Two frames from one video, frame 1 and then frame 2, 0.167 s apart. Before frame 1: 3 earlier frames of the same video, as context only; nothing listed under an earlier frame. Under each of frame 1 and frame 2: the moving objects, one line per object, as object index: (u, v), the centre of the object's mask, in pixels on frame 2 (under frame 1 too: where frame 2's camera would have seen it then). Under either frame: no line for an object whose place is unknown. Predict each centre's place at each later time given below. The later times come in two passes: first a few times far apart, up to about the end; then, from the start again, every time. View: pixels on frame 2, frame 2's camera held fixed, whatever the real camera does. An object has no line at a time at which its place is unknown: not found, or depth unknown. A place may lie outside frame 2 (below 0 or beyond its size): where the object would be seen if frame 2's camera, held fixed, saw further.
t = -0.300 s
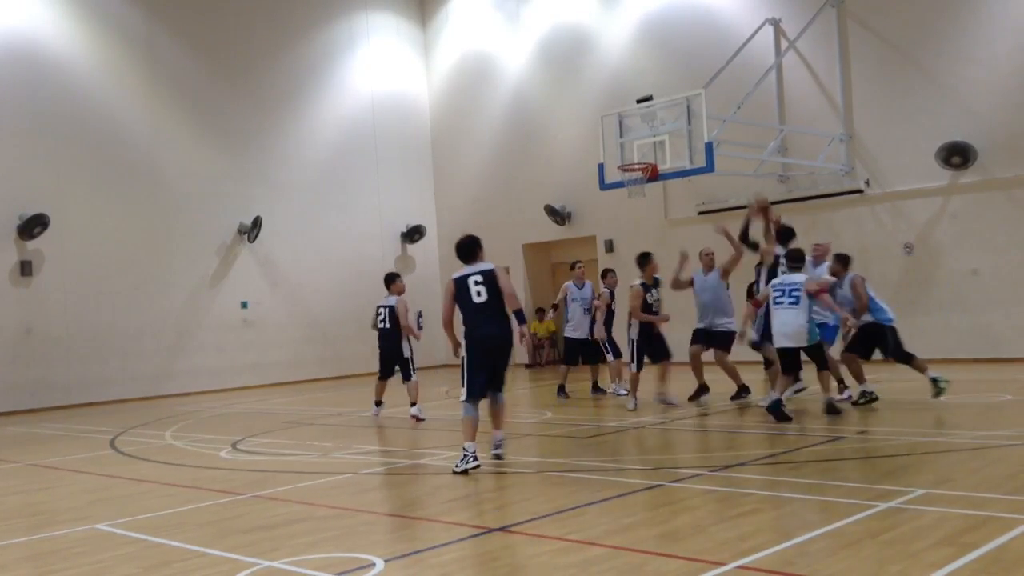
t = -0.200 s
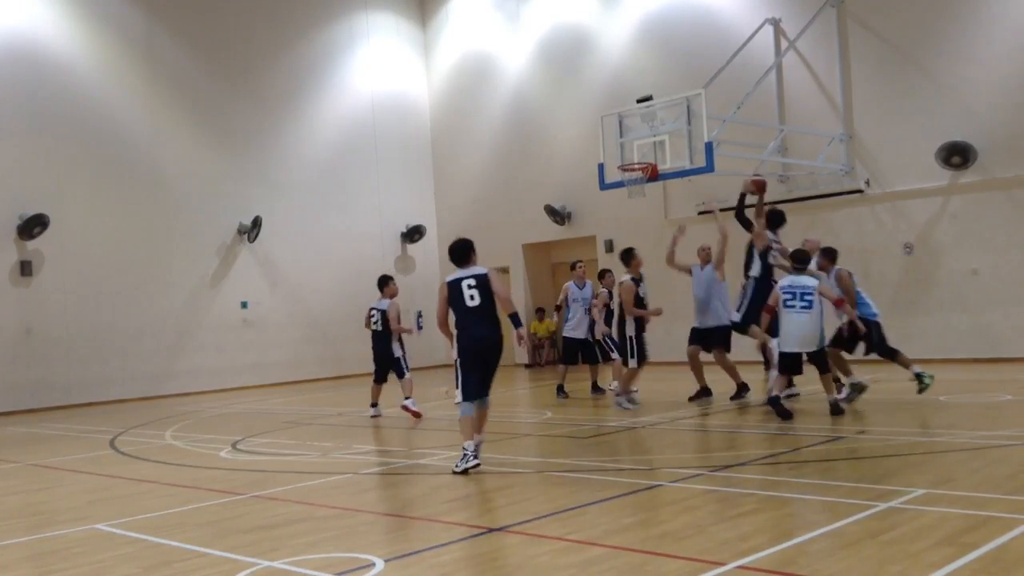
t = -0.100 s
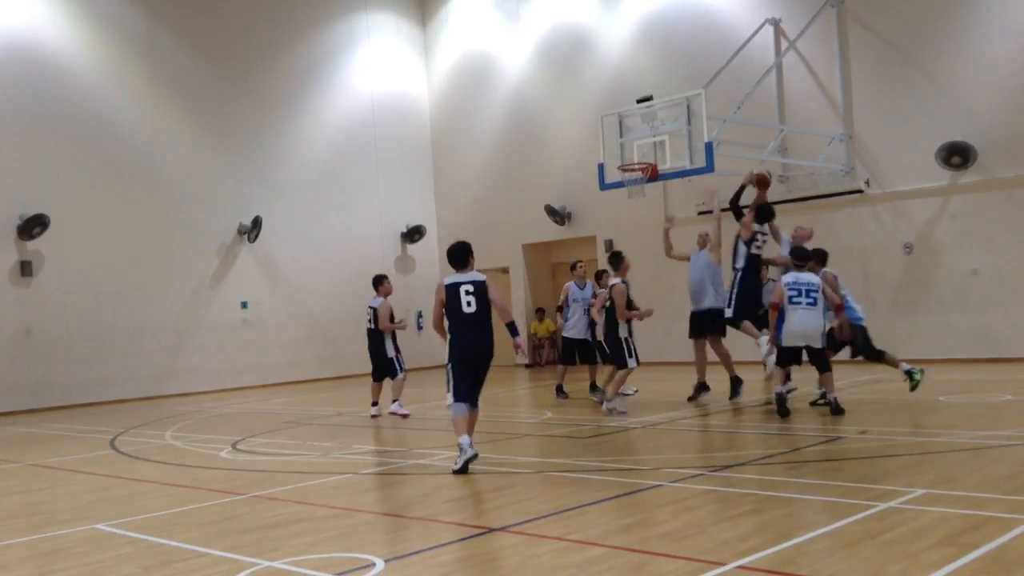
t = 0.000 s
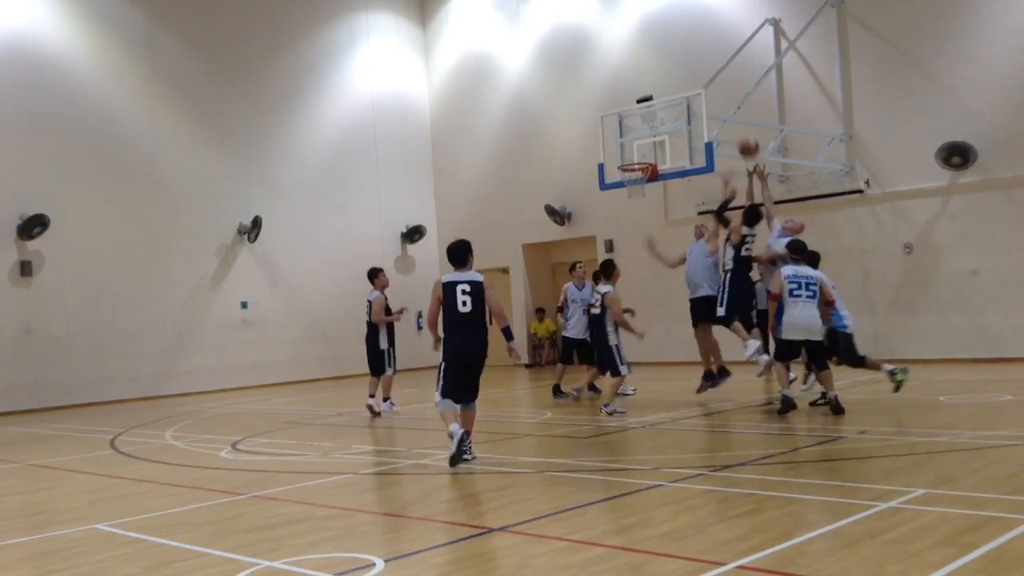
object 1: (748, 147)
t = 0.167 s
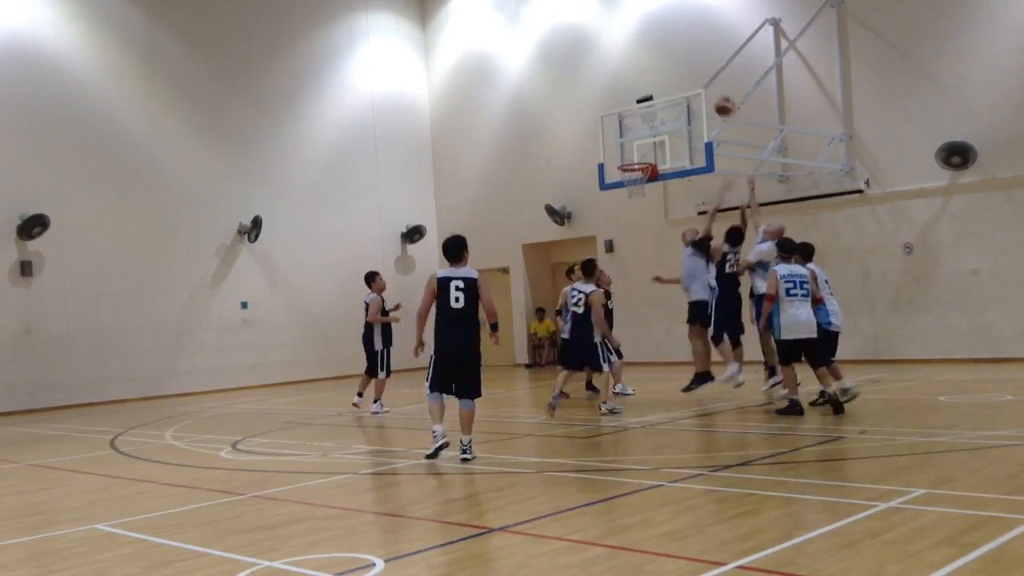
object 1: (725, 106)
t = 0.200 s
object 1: (720, 101)
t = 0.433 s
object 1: (692, 91)
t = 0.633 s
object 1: (672, 112)
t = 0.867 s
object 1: (637, 151)
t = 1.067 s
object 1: (626, 189)
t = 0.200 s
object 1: (720, 101)
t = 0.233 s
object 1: (716, 96)
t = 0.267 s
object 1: (712, 93)
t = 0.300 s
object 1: (708, 91)
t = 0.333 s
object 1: (704, 89)
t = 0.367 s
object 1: (700, 89)
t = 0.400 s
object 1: (696, 89)
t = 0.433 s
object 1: (692, 91)
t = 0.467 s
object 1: (689, 93)
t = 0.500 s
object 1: (686, 95)
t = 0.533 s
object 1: (683, 98)
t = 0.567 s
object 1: (680, 102)
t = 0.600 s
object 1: (676, 108)
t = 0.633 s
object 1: (672, 112)
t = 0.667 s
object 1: (667, 116)
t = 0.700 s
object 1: (662, 120)
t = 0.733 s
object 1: (658, 124)
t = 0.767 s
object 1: (652, 129)
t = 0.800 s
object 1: (647, 135)
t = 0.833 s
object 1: (642, 143)
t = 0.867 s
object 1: (637, 151)
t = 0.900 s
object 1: (633, 158)
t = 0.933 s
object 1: (626, 169)
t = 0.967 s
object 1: (624, 178)
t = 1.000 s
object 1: (623, 184)
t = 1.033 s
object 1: (624, 186)
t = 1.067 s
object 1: (626, 189)
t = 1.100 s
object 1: (628, 192)
